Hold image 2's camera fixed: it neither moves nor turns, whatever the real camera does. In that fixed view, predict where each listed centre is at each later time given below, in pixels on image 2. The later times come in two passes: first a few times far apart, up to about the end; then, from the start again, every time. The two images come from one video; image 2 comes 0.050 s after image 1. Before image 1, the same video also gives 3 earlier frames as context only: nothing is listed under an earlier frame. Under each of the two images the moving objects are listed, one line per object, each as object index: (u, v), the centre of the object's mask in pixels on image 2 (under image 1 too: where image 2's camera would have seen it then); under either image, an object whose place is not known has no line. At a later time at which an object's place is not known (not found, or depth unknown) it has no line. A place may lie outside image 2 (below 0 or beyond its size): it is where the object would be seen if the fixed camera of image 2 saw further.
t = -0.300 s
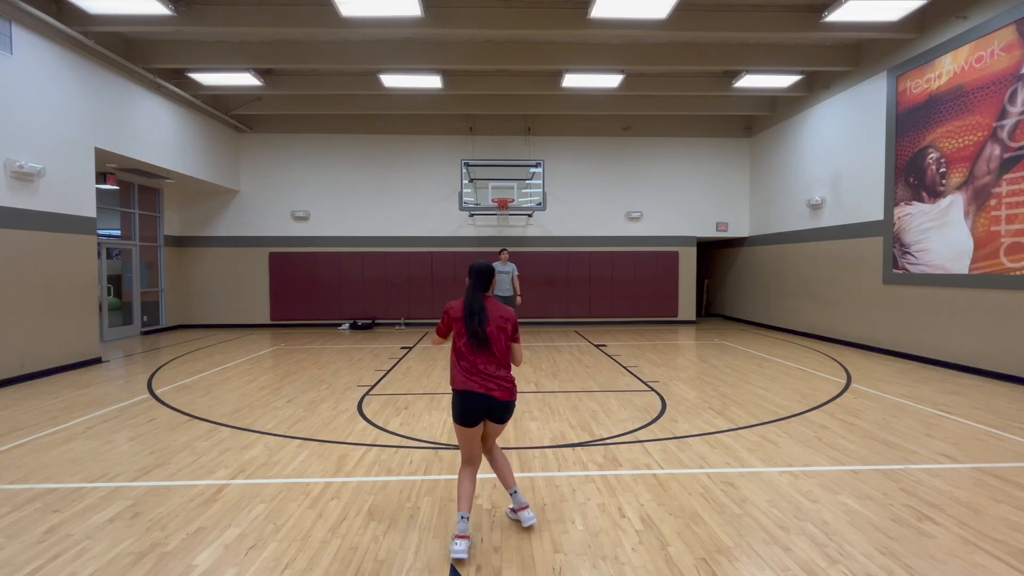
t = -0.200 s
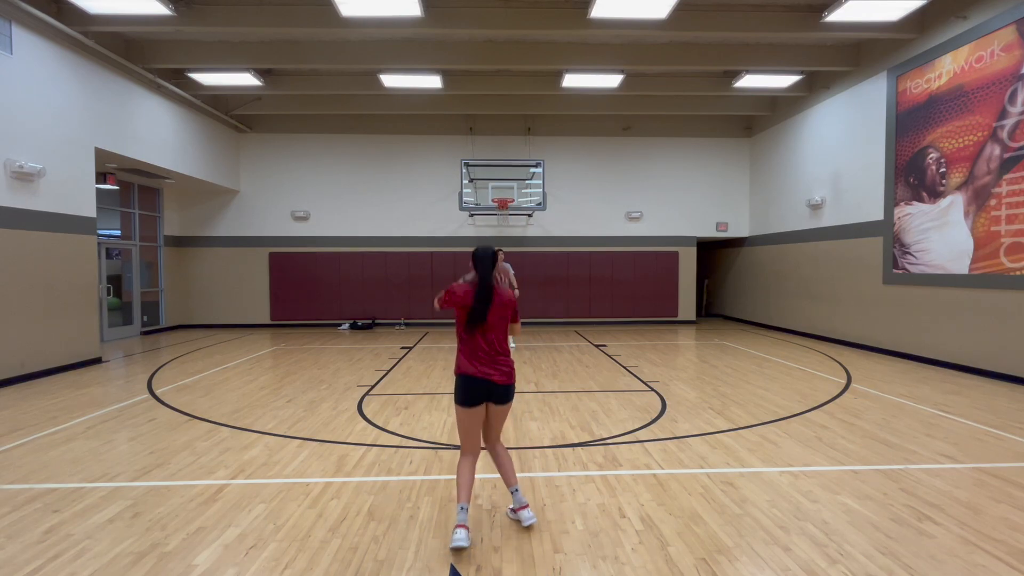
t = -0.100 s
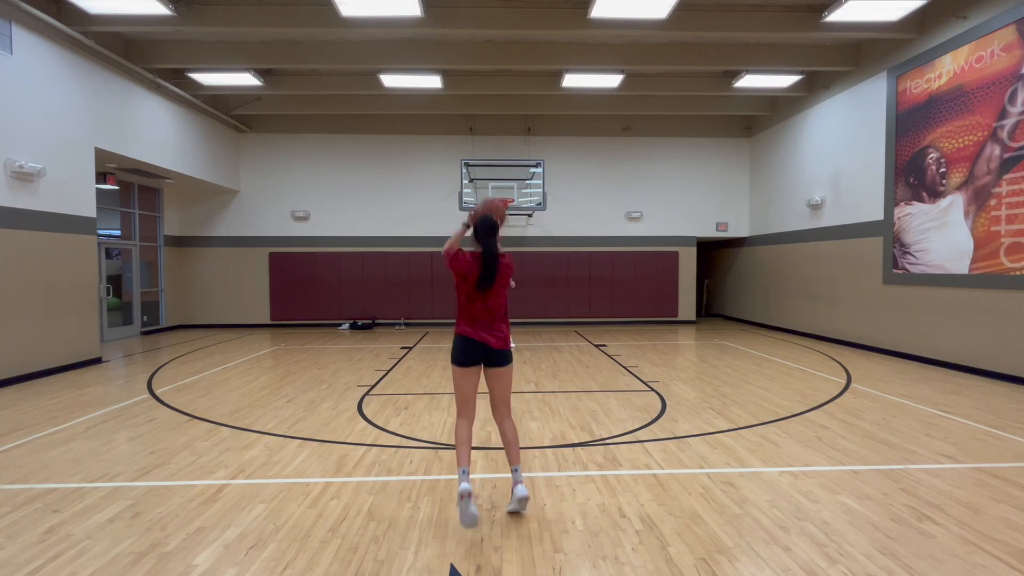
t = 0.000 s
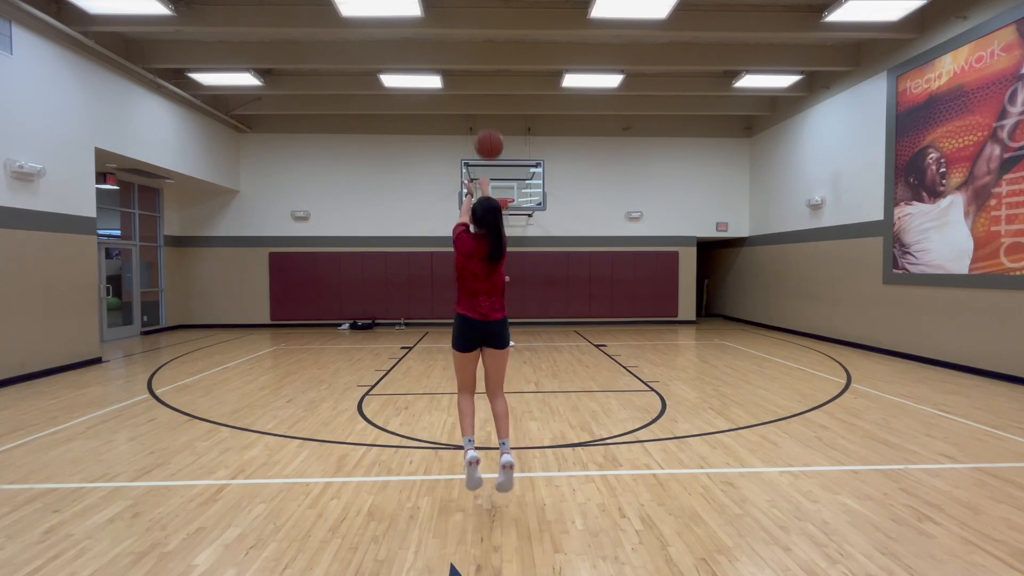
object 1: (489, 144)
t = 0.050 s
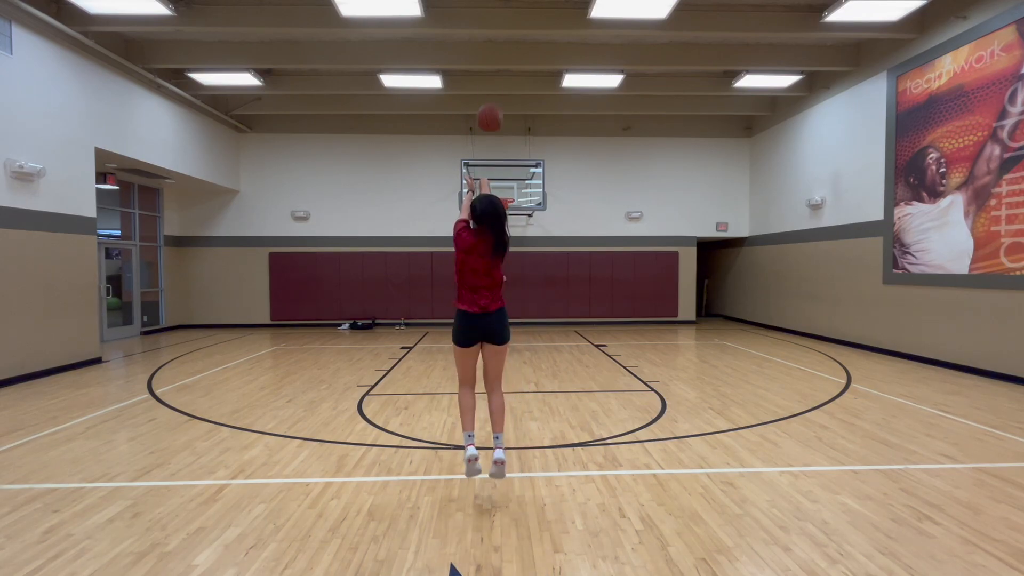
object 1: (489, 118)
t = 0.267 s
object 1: (493, 62)
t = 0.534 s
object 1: (496, 66)
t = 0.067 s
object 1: (490, 111)
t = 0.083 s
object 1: (490, 105)
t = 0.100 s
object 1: (490, 99)
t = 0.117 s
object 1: (490, 92)
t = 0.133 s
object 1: (491, 88)
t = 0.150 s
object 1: (491, 83)
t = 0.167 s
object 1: (491, 79)
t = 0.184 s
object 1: (492, 75)
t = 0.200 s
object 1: (492, 72)
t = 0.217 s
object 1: (492, 69)
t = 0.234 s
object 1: (492, 67)
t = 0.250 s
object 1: (493, 65)
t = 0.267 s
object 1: (493, 62)
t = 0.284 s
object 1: (493, 61)
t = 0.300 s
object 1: (493, 60)
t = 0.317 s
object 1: (494, 59)
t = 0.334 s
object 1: (494, 58)
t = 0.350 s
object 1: (494, 57)
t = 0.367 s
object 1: (494, 57)
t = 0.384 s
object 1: (494, 57)
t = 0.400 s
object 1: (494, 57)
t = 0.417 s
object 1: (494, 58)
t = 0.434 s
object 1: (495, 58)
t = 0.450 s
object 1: (495, 59)
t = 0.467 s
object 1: (495, 60)
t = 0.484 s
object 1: (495, 61)
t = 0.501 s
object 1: (496, 63)
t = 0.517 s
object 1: (496, 64)
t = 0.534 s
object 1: (496, 66)
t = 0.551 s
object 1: (497, 68)
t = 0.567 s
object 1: (497, 69)
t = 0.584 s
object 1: (497, 72)
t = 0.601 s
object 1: (497, 74)
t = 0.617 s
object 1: (497, 76)
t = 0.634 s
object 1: (497, 79)
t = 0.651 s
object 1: (498, 81)
